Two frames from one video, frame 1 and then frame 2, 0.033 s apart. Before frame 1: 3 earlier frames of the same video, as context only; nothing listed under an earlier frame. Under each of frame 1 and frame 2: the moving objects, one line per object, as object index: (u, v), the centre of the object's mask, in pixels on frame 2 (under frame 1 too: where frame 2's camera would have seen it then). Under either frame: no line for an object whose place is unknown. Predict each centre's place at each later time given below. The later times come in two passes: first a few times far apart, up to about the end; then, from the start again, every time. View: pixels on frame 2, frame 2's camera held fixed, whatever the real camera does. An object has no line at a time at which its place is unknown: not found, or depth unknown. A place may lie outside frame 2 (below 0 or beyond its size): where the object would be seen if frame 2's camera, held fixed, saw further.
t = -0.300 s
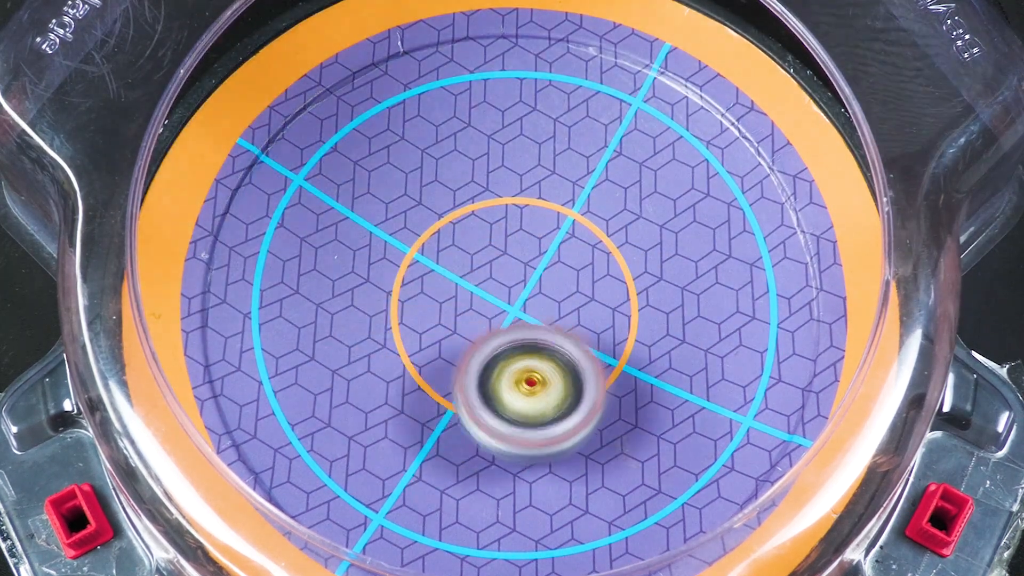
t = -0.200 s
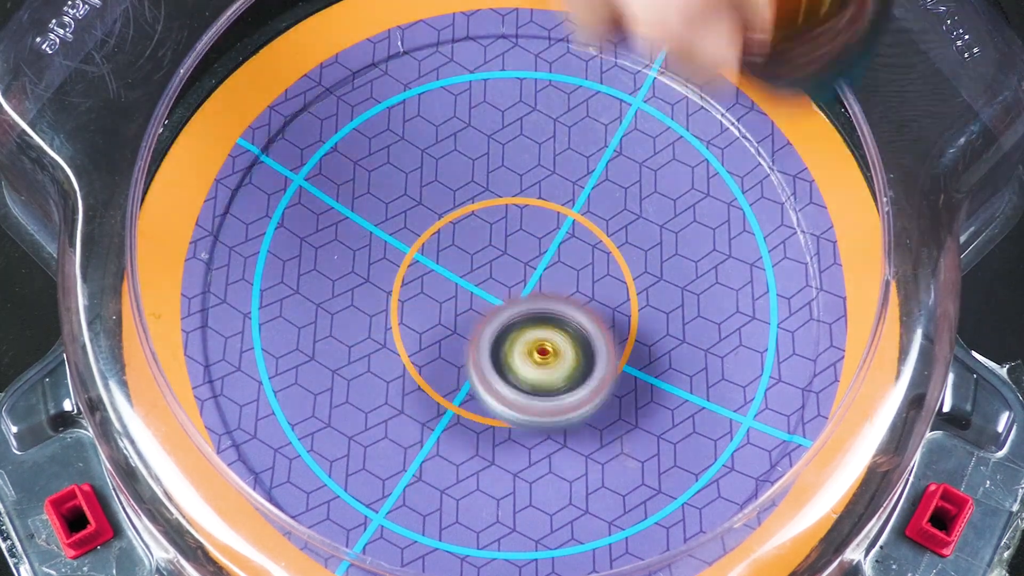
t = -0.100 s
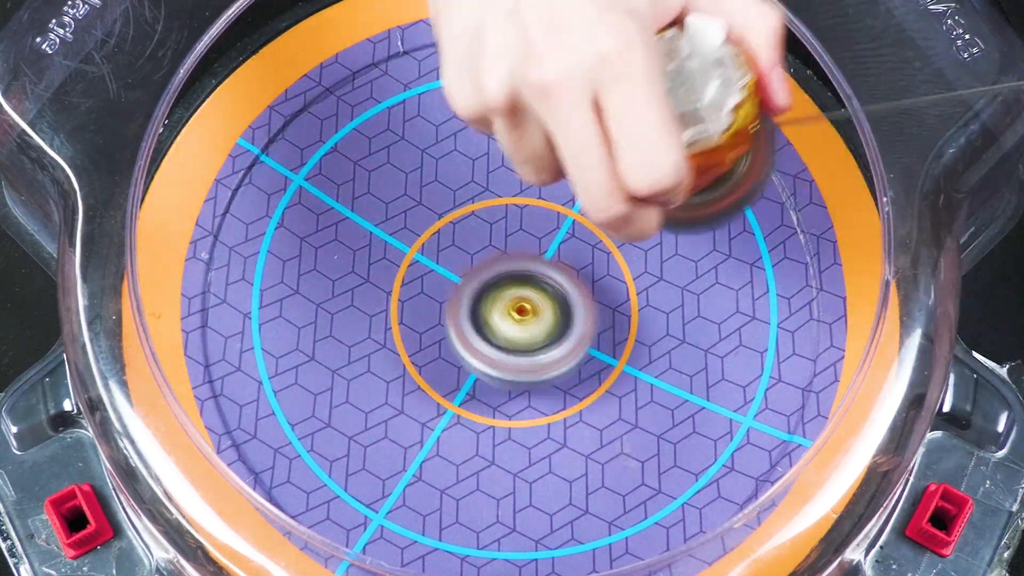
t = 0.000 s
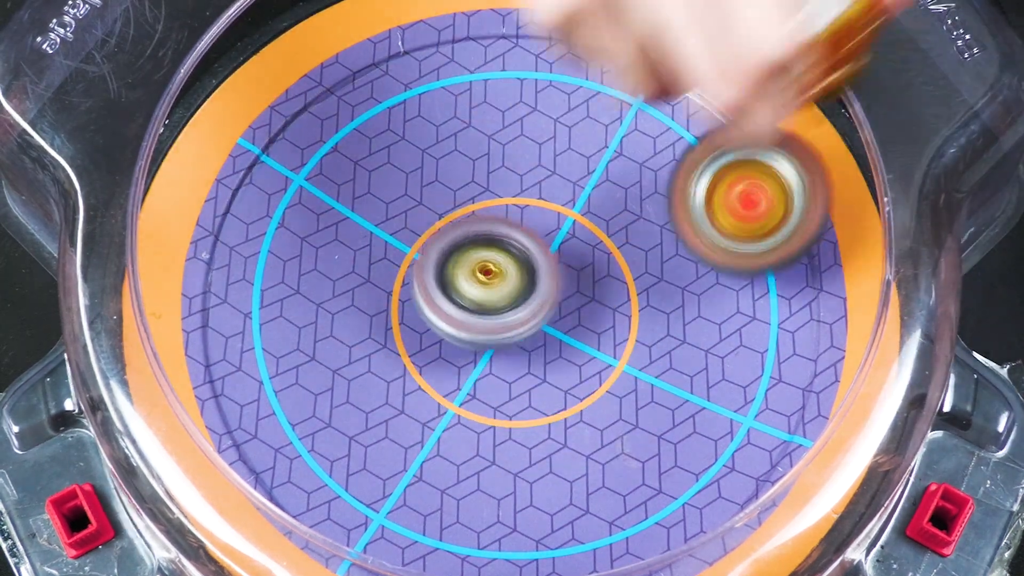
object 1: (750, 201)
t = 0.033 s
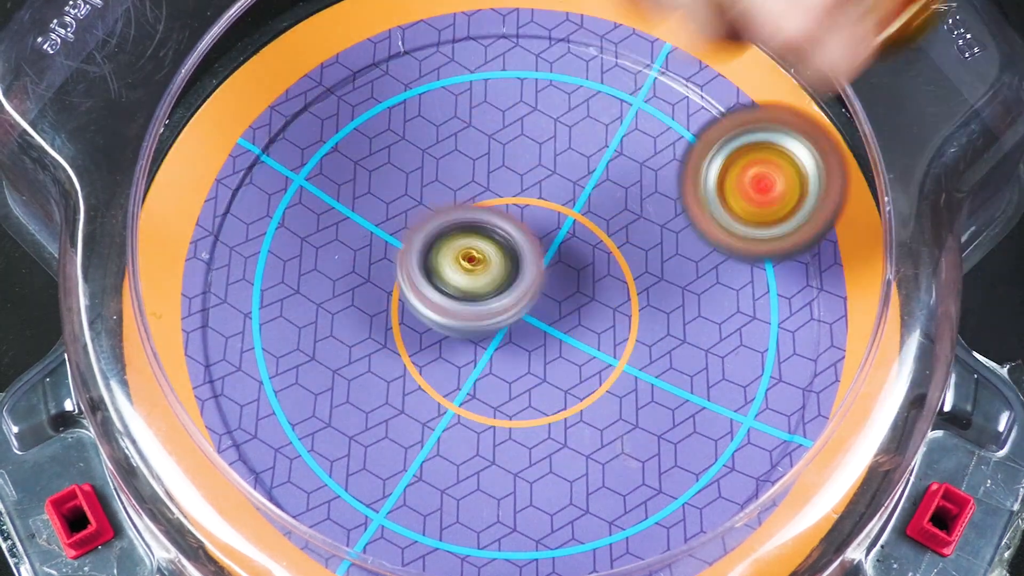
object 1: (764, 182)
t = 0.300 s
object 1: (662, 255)
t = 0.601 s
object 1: (594, 429)
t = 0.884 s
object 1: (597, 389)
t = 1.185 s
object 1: (635, 286)
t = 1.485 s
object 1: (503, 312)
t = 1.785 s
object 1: (419, 448)
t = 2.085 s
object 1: (519, 435)
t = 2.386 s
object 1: (477, 290)
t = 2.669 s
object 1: (288, 270)
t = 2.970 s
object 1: (350, 342)
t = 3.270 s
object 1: (444, 233)
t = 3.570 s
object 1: (390, 109)
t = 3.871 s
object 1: (415, 196)
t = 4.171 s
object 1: (600, 202)
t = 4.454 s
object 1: (654, 116)
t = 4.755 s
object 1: (538, 149)
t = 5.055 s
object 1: (688, 331)
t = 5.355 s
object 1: (736, 245)
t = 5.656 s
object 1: (597, 189)
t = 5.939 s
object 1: (545, 228)
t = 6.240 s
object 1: (728, 308)
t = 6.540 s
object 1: (613, 123)
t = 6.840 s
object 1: (478, 216)
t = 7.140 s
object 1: (738, 270)
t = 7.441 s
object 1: (678, 185)
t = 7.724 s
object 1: (604, 432)
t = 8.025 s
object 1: (614, 487)
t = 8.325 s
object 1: (427, 429)
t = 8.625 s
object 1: (404, 448)
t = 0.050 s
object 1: (770, 179)
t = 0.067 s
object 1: (773, 179)
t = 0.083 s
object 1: (775, 183)
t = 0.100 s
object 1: (777, 188)
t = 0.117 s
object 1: (778, 199)
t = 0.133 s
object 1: (776, 212)
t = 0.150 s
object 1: (772, 221)
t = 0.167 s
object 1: (765, 217)
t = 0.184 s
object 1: (755, 216)
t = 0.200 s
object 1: (745, 219)
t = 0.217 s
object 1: (733, 224)
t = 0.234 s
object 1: (721, 233)
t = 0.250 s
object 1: (707, 244)
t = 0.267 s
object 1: (694, 253)
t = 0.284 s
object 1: (678, 254)
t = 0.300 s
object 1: (662, 255)
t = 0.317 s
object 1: (646, 260)
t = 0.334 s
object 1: (629, 269)
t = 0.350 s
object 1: (611, 279)
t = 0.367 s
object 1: (592, 285)
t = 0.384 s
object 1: (573, 287)
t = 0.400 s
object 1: (554, 291)
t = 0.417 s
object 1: (538, 301)
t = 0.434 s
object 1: (541, 316)
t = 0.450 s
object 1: (546, 330)
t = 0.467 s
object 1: (552, 342)
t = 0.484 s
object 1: (558, 358)
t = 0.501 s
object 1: (564, 370)
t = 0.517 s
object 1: (569, 382)
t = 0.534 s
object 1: (574, 394)
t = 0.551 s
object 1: (580, 404)
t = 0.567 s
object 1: (585, 413)
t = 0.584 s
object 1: (590, 422)
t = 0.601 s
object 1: (594, 429)
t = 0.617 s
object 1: (598, 435)
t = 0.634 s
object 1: (603, 441)
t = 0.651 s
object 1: (606, 444)
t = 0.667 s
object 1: (610, 447)
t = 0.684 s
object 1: (611, 448)
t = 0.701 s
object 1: (614, 449)
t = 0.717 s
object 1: (616, 448)
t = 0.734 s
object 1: (616, 446)
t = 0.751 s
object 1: (617, 443)
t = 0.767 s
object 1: (615, 440)
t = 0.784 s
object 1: (614, 433)
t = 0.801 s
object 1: (613, 428)
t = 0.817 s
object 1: (610, 422)
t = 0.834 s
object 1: (607, 415)
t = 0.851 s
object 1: (604, 407)
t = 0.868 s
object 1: (600, 397)
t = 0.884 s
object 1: (597, 389)
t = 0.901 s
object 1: (592, 380)
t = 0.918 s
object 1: (587, 369)
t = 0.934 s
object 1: (583, 359)
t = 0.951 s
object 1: (583, 351)
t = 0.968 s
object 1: (591, 346)
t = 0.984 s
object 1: (599, 342)
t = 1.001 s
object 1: (606, 336)
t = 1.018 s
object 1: (613, 330)
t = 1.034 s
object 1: (619, 324)
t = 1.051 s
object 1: (624, 318)
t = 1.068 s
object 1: (629, 314)
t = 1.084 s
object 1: (632, 308)
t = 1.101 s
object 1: (635, 303)
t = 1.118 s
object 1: (637, 299)
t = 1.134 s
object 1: (638, 295)
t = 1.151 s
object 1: (637, 292)
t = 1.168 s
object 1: (637, 288)
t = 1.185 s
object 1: (635, 286)
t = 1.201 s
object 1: (632, 284)
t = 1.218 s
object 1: (629, 282)
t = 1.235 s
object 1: (626, 281)
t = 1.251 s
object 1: (621, 280)
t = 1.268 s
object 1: (616, 280)
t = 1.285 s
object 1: (610, 279)
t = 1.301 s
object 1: (603, 280)
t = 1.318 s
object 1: (596, 281)
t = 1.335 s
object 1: (588, 283)
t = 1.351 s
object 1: (579, 285)
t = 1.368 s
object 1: (571, 287)
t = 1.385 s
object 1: (562, 289)
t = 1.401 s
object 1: (552, 293)
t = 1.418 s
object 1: (543, 296)
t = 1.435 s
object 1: (532, 300)
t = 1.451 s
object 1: (522, 303)
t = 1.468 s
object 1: (513, 308)
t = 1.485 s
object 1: (503, 312)
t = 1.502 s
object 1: (494, 316)
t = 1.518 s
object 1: (483, 323)
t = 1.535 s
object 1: (474, 327)
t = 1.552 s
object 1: (465, 332)
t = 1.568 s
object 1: (457, 337)
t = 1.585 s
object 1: (449, 342)
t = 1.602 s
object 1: (442, 352)
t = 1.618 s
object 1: (436, 364)
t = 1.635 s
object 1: (432, 374)
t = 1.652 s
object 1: (428, 384)
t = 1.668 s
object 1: (424, 395)
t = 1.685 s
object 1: (422, 404)
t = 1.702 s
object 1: (419, 413)
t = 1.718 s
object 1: (418, 422)
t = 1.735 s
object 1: (416, 430)
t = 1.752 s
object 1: (417, 437)
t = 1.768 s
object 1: (418, 443)
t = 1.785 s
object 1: (419, 448)
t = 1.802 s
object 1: (421, 453)
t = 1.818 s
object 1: (424, 457)
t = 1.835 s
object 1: (428, 460)
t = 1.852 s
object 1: (432, 463)
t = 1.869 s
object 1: (436, 465)
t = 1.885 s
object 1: (442, 466)
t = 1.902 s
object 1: (448, 466)
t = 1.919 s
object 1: (454, 467)
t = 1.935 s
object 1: (461, 466)
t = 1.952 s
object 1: (467, 464)
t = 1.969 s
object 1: (474, 462)
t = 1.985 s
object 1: (481, 460)
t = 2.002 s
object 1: (489, 457)
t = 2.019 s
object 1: (495, 453)
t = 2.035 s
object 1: (502, 449)
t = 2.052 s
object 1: (508, 444)
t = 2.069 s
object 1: (515, 440)
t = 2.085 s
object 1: (519, 435)
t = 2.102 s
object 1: (523, 429)
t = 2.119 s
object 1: (527, 422)
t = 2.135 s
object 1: (530, 416)
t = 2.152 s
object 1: (533, 409)
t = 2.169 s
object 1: (534, 401)
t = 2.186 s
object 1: (534, 394)
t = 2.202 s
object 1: (533, 386)
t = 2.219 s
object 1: (532, 378)
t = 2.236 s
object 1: (531, 369)
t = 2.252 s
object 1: (528, 360)
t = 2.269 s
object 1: (524, 352)
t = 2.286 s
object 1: (519, 342)
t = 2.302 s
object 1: (513, 334)
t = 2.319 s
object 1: (508, 324)
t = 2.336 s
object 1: (502, 315)
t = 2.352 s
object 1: (494, 306)
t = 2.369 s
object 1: (487, 297)
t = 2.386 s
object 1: (477, 290)
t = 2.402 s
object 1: (465, 287)
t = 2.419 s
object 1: (453, 283)
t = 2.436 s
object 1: (441, 280)
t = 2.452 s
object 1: (427, 277)
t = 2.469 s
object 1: (415, 273)
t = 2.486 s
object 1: (402, 271)
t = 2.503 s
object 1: (390, 269)
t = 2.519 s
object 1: (376, 266)
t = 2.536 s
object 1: (363, 266)
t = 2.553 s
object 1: (351, 265)
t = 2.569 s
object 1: (340, 264)
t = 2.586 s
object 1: (329, 264)
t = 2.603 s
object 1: (319, 265)
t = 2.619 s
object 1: (310, 265)
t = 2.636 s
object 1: (302, 267)
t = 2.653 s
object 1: (294, 268)
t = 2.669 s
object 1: (288, 270)
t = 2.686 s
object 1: (284, 273)
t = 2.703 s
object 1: (280, 277)
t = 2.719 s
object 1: (277, 280)
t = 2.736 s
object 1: (276, 283)
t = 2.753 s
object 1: (275, 288)
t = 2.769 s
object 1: (275, 292)
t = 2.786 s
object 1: (277, 296)
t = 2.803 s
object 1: (280, 301)
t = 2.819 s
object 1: (283, 305)
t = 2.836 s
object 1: (287, 310)
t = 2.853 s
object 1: (292, 315)
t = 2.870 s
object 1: (299, 320)
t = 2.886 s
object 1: (305, 324)
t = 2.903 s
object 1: (314, 329)
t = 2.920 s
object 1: (322, 332)
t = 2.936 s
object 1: (331, 336)
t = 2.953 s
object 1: (340, 339)
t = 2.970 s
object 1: (350, 342)
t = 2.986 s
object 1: (360, 343)
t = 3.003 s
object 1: (371, 343)
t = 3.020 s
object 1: (381, 342)
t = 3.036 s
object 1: (393, 342)
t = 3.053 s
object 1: (403, 339)
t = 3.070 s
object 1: (413, 335)
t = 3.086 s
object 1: (424, 330)
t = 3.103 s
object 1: (434, 324)
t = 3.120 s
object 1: (444, 318)
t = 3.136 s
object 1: (453, 309)
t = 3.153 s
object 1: (458, 301)
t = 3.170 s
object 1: (457, 293)
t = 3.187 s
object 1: (456, 284)
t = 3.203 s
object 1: (454, 273)
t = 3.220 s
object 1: (452, 264)
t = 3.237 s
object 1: (449, 254)
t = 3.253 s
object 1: (447, 243)
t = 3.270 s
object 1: (444, 233)
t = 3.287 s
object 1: (442, 221)
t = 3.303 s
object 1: (438, 210)
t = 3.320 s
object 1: (435, 200)
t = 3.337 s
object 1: (432, 190)
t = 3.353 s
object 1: (429, 180)
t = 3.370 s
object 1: (426, 170)
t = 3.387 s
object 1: (423, 162)
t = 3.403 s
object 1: (419, 153)
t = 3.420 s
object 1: (415, 145)
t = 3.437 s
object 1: (412, 138)
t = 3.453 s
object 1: (409, 131)
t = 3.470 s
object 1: (406, 126)
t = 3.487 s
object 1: (403, 121)
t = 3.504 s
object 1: (400, 117)
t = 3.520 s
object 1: (397, 113)
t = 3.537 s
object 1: (394, 111)
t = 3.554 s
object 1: (392, 110)
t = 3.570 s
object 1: (390, 109)
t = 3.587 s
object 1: (389, 110)
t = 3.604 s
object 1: (388, 110)
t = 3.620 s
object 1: (386, 112)
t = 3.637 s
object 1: (386, 115)
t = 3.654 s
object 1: (385, 118)
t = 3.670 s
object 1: (385, 123)
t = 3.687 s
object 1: (385, 128)
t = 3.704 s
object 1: (386, 133)
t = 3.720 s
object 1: (387, 139)
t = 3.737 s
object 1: (388, 146)
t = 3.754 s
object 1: (390, 153)
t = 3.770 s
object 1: (392, 159)
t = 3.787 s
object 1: (395, 166)
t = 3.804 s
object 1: (398, 173)
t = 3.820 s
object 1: (401, 179)
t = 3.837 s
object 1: (405, 186)
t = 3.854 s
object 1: (409, 192)
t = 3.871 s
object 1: (415, 196)
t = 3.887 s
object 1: (421, 201)
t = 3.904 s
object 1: (427, 206)
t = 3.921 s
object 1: (435, 210)
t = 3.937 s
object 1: (443, 213)
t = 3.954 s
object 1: (452, 216)
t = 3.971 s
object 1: (462, 219)
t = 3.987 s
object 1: (472, 221)
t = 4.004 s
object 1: (483, 222)
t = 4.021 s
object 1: (494, 223)
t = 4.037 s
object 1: (506, 222)
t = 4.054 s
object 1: (519, 222)
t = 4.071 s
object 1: (531, 221)
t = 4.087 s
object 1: (543, 219)
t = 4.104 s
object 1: (555, 216)
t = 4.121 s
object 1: (567, 213)
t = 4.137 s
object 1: (578, 210)
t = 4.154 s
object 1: (589, 206)
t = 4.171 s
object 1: (600, 202)
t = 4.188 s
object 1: (610, 197)
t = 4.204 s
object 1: (620, 192)
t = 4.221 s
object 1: (629, 187)
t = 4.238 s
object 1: (636, 182)
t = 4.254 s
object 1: (643, 176)
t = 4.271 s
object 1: (650, 171)
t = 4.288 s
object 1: (656, 165)
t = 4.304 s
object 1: (660, 160)
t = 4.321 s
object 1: (664, 154)
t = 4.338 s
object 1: (666, 148)
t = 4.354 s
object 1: (667, 143)
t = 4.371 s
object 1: (667, 138)
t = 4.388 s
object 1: (667, 133)
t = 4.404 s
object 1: (666, 128)
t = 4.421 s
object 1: (663, 124)
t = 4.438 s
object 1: (659, 120)
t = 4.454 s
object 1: (654, 116)
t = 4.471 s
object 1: (648, 112)
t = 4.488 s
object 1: (641, 109)
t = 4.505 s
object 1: (634, 106)
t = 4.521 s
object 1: (625, 104)
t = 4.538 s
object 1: (617, 103)
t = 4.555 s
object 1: (608, 101)
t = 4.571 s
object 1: (598, 100)
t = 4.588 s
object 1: (589, 100)
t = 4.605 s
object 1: (581, 100)
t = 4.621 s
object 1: (573, 100)
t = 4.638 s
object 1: (565, 102)
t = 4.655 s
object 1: (560, 104)
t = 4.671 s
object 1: (554, 108)
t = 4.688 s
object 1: (549, 114)
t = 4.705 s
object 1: (545, 120)
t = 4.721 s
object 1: (541, 129)
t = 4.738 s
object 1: (539, 138)
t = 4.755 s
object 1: (538, 149)
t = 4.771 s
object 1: (537, 159)
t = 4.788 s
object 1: (538, 171)
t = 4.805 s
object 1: (540, 184)
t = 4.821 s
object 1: (544, 197)
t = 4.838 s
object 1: (548, 211)
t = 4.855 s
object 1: (553, 225)
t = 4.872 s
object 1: (560, 239)
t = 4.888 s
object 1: (568, 253)
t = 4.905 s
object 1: (579, 265)
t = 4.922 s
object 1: (591, 275)
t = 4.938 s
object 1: (604, 285)
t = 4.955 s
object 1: (618, 295)
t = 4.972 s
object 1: (630, 303)
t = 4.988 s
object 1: (642, 311)
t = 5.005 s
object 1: (653, 317)
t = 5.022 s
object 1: (665, 323)
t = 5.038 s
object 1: (676, 328)
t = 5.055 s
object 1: (688, 331)
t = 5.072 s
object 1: (697, 334)
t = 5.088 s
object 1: (707, 335)
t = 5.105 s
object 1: (716, 336)
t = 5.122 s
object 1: (725, 335)
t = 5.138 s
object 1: (733, 333)
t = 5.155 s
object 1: (739, 331)
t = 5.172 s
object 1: (743, 328)
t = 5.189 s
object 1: (747, 323)
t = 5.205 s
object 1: (751, 318)
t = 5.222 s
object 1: (753, 312)
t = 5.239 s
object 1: (754, 306)
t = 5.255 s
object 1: (755, 298)
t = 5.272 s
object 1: (754, 290)
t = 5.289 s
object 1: (752, 281)
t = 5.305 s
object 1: (749, 272)
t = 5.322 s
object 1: (745, 262)
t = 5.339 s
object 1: (741, 254)
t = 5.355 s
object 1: (736, 245)
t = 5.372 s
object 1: (730, 236)
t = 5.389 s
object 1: (721, 227)
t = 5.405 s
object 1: (713, 220)
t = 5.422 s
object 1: (702, 213)
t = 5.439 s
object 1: (690, 208)
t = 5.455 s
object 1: (676, 206)
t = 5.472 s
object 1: (661, 205)
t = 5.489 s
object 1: (645, 205)
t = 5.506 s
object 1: (627, 206)
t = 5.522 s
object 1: (609, 209)
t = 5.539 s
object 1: (589, 214)
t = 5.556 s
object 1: (572, 220)
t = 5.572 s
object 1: (560, 224)
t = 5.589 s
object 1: (568, 214)
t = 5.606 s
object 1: (576, 207)
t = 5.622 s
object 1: (584, 199)
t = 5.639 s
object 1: (591, 193)
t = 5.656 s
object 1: (597, 189)
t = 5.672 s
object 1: (601, 185)
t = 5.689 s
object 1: (604, 183)
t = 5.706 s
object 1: (604, 181)
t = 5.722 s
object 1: (603, 181)
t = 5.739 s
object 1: (603, 180)
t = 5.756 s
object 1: (600, 180)
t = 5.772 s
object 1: (597, 181)
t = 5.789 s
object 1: (594, 182)
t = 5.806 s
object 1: (589, 183)
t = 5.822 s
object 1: (583, 186)
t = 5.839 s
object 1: (578, 190)
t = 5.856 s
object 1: (572, 194)
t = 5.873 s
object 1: (566, 199)
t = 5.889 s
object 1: (562, 205)
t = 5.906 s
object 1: (556, 211)
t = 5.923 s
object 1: (550, 219)
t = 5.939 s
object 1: (545, 228)
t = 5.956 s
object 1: (541, 238)
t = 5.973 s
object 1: (537, 248)
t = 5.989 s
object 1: (535, 259)
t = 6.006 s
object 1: (534, 271)
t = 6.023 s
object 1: (534, 282)
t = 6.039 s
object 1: (536, 295)
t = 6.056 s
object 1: (549, 305)
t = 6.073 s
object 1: (566, 312)
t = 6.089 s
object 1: (585, 318)
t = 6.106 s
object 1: (603, 323)
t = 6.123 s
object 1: (619, 325)
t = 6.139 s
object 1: (638, 328)
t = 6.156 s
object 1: (655, 328)
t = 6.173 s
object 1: (672, 327)
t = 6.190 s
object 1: (689, 323)
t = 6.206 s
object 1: (702, 319)
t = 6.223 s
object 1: (715, 315)
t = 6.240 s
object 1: (728, 308)
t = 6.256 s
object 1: (738, 300)
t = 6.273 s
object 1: (747, 291)
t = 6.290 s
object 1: (753, 282)
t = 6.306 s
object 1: (758, 271)
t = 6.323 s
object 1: (762, 259)
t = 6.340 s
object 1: (764, 246)
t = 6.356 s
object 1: (762, 234)
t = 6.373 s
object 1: (760, 222)
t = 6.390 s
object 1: (754, 208)
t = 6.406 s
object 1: (748, 194)
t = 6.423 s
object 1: (738, 181)
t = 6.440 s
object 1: (726, 170)
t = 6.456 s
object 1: (712, 158)
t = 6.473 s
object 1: (697, 148)
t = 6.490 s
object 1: (679, 138)
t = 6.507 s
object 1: (657, 131)
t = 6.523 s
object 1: (637, 126)
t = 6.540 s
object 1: (613, 123)
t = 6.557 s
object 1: (590, 122)
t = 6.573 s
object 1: (567, 122)
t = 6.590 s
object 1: (542, 125)
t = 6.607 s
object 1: (516, 132)
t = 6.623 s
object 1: (501, 137)
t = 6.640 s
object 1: (497, 132)
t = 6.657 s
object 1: (495, 130)
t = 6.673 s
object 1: (494, 129)
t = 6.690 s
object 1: (491, 131)
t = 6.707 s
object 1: (489, 134)
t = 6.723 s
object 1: (485, 141)
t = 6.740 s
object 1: (483, 148)
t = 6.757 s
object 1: (481, 156)
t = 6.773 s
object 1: (479, 166)
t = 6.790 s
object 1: (477, 177)
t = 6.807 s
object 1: (477, 190)
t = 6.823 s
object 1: (477, 203)
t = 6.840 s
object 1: (478, 216)
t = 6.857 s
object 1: (489, 235)
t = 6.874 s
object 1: (517, 251)
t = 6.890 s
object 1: (540, 265)
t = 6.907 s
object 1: (561, 277)
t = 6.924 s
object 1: (588, 297)
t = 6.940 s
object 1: (566, 276)
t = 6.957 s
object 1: (586, 284)
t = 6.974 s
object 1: (607, 293)
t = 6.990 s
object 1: (624, 296)
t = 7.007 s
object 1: (640, 298)
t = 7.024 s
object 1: (657, 299)
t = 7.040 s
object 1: (672, 298)
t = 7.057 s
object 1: (684, 292)
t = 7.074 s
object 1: (692, 284)
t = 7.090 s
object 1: (705, 283)
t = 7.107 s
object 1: (716, 277)
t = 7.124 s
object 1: (728, 275)
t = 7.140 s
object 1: (738, 270)
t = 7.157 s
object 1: (743, 264)
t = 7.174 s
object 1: (751, 256)
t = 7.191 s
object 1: (764, 251)
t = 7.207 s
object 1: (771, 244)
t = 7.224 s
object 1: (766, 237)
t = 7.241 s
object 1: (765, 231)
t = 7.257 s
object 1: (766, 222)
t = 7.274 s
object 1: (764, 215)
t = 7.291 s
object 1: (762, 209)
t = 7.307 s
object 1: (757, 203)
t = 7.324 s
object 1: (751, 197)
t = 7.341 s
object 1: (741, 192)
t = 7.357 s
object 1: (733, 189)
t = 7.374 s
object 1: (723, 186)
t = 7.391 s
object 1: (714, 183)
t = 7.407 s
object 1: (705, 182)
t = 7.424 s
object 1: (693, 182)
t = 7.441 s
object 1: (678, 185)
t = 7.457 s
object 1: (659, 200)
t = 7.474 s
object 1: (655, 210)
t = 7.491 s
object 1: (654, 220)
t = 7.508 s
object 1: (652, 231)
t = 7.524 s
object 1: (649, 245)
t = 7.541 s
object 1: (645, 258)
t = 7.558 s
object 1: (640, 273)
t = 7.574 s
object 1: (636, 289)
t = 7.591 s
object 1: (631, 305)
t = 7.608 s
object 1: (626, 322)
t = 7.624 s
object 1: (621, 339)
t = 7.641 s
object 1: (617, 356)
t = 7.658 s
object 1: (614, 372)
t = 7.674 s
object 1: (611, 388)
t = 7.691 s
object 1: (607, 403)
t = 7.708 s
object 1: (606, 419)
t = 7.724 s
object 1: (604, 432)
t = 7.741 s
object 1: (604, 445)
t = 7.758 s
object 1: (604, 457)
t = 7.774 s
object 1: (604, 466)
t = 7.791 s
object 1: (605, 476)
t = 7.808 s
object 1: (606, 486)
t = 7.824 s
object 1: (609, 492)
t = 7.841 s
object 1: (610, 497)
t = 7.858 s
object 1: (611, 500)
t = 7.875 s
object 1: (613, 502)
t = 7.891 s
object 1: (614, 504)
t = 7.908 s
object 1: (616, 505)
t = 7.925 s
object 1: (617, 503)
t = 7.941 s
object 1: (617, 503)
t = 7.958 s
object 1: (618, 502)
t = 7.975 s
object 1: (618, 499)
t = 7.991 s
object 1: (617, 496)
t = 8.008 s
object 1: (615, 493)
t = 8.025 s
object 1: (614, 487)
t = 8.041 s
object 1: (610, 480)
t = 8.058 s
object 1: (604, 473)
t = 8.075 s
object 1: (600, 465)
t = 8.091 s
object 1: (592, 456)
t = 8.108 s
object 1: (583, 449)
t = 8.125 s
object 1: (576, 439)
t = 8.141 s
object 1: (563, 428)
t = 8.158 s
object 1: (552, 420)
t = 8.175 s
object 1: (540, 411)
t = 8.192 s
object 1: (527, 401)
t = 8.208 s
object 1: (514, 392)
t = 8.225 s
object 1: (499, 387)
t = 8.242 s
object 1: (488, 394)
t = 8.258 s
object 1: (474, 401)
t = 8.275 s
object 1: (461, 409)
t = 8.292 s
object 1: (449, 416)
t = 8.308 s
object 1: (437, 422)
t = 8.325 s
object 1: (427, 429)
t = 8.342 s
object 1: (418, 436)
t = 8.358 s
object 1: (410, 442)
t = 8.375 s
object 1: (403, 447)
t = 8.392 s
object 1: (398, 452)
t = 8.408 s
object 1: (393, 456)
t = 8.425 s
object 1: (391, 460)
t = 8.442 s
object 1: (388, 464)
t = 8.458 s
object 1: (386, 467)
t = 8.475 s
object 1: (386, 469)
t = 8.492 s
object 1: (386, 470)
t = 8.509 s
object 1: (386, 471)
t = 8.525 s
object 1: (388, 470)
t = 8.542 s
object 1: (389, 469)
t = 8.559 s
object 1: (391, 468)
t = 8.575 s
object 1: (394, 465)
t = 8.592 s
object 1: (396, 460)
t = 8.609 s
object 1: (399, 454)
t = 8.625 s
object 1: (404, 448)
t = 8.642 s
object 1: (405, 441)
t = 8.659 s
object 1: (404, 429)
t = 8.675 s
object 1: (402, 414)
